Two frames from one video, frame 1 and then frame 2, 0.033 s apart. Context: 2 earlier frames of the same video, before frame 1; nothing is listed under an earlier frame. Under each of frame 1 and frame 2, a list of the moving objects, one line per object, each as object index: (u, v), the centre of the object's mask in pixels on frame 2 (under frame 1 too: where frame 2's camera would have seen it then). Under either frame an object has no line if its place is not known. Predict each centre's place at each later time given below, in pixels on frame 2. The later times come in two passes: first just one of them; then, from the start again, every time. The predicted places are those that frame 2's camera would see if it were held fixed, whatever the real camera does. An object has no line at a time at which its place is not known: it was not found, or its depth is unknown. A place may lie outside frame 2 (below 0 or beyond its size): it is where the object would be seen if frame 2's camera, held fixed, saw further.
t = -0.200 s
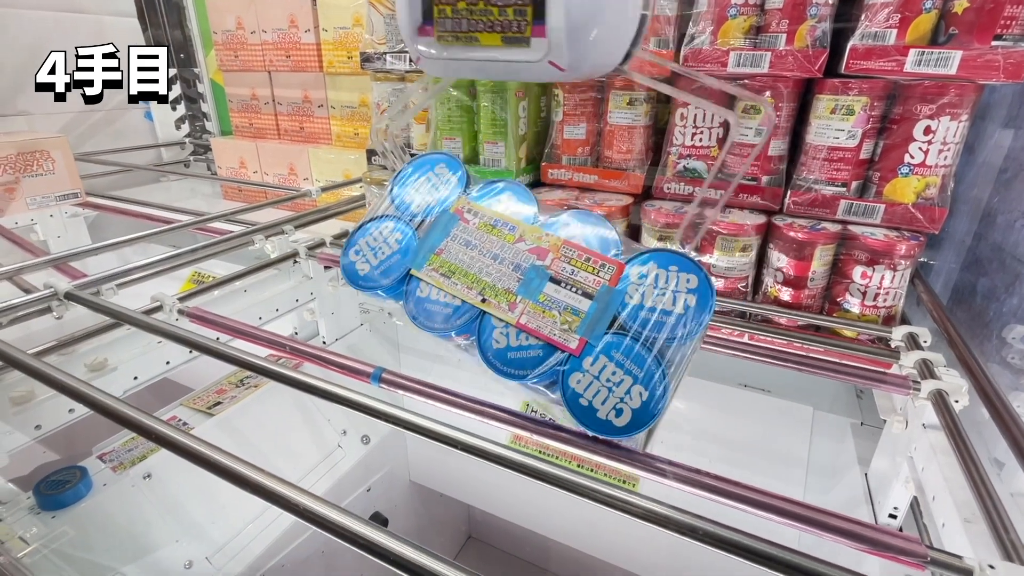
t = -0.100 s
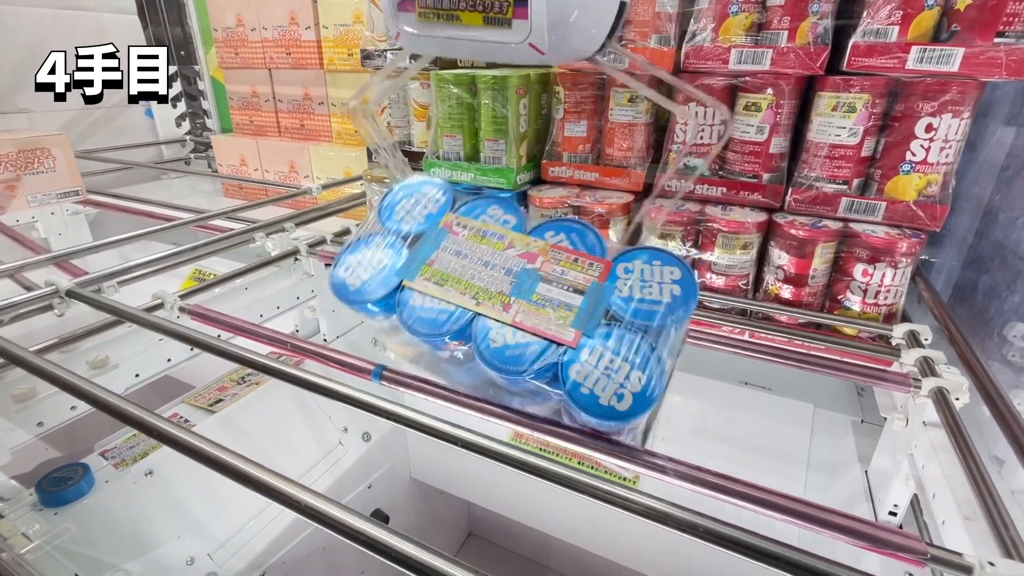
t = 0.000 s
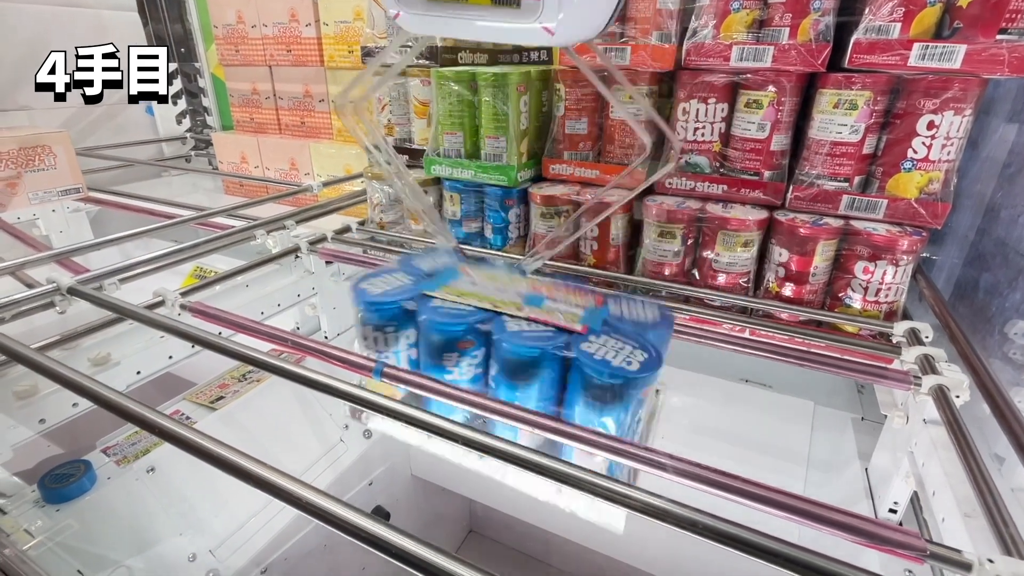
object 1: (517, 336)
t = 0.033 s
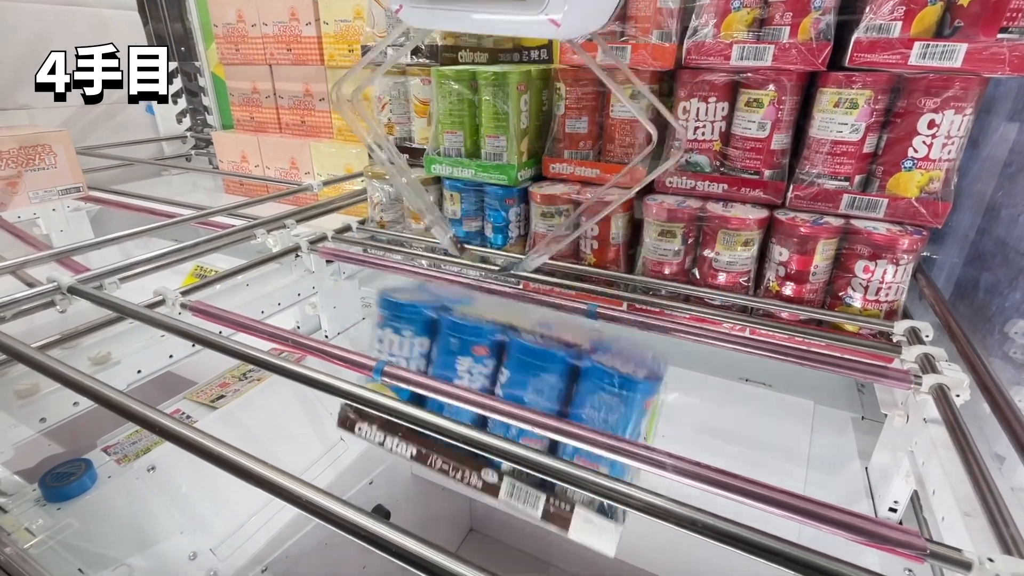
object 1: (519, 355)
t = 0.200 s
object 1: (504, 544)
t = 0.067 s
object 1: (524, 407)
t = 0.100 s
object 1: (528, 480)
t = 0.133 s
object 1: (530, 496)
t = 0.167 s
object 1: (525, 518)
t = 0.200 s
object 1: (504, 544)
